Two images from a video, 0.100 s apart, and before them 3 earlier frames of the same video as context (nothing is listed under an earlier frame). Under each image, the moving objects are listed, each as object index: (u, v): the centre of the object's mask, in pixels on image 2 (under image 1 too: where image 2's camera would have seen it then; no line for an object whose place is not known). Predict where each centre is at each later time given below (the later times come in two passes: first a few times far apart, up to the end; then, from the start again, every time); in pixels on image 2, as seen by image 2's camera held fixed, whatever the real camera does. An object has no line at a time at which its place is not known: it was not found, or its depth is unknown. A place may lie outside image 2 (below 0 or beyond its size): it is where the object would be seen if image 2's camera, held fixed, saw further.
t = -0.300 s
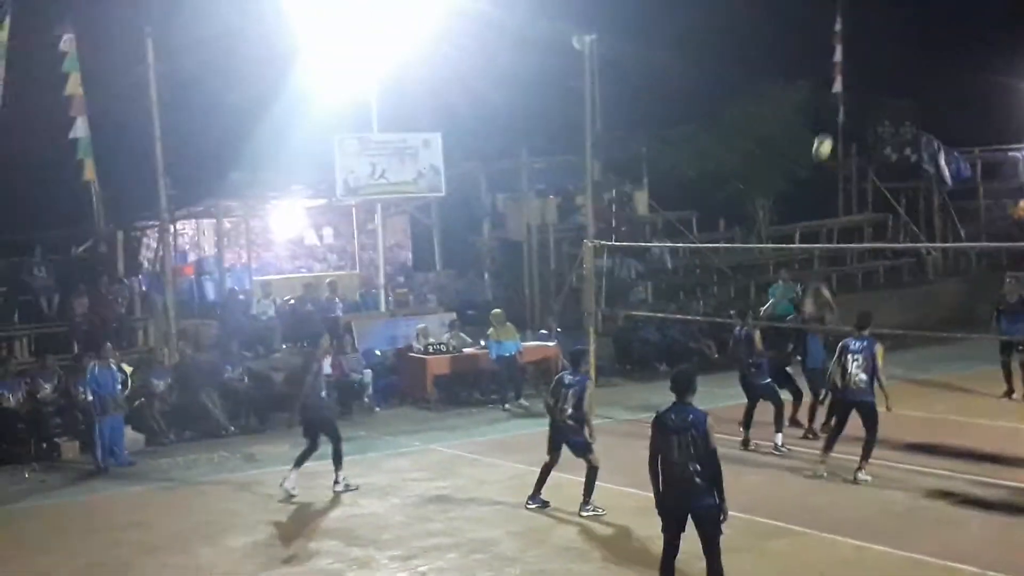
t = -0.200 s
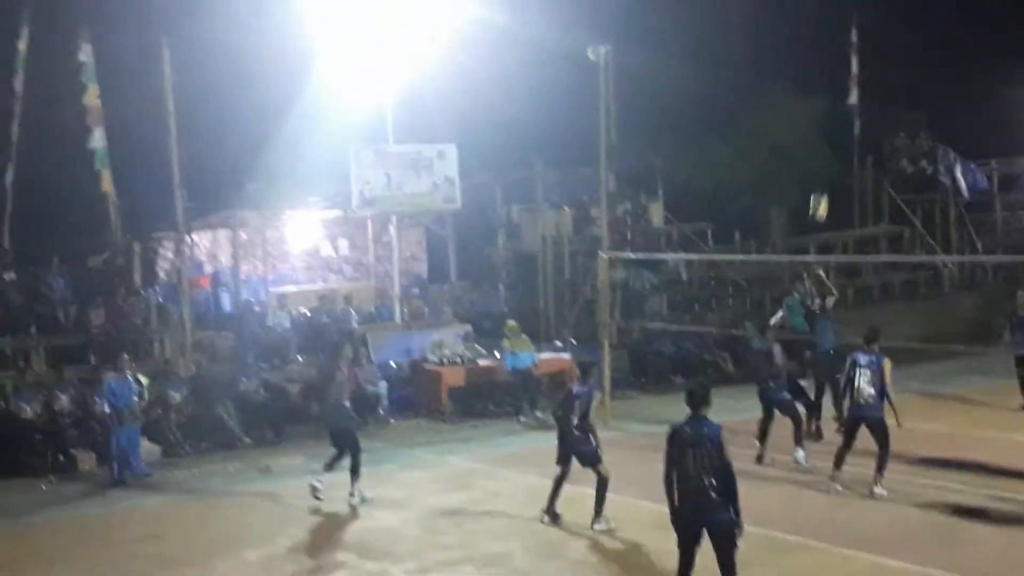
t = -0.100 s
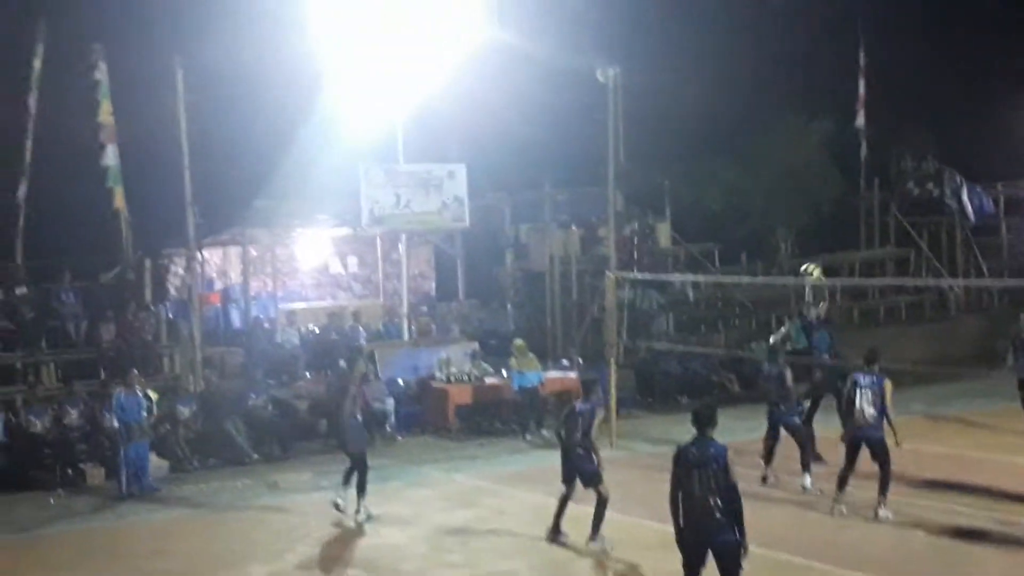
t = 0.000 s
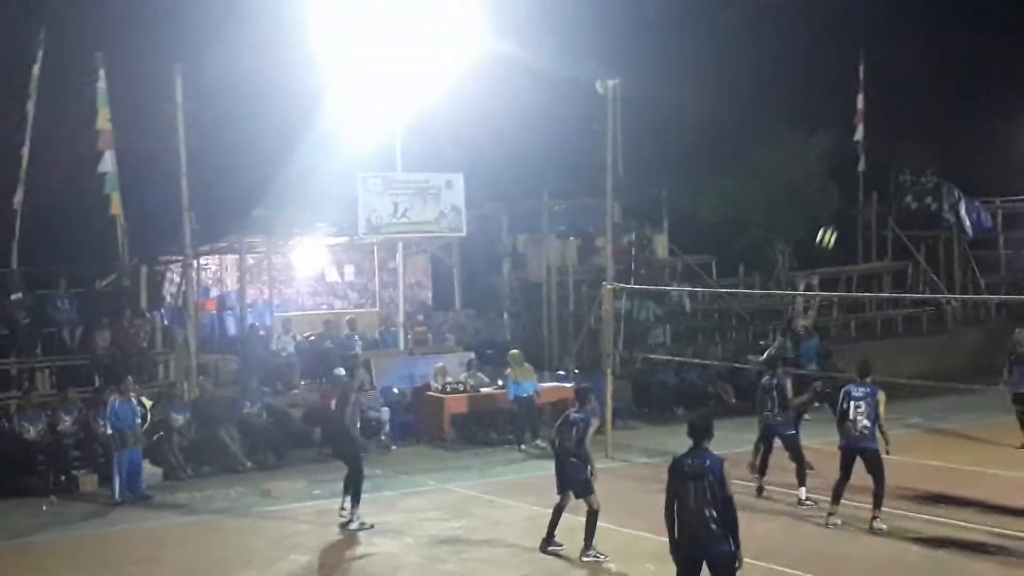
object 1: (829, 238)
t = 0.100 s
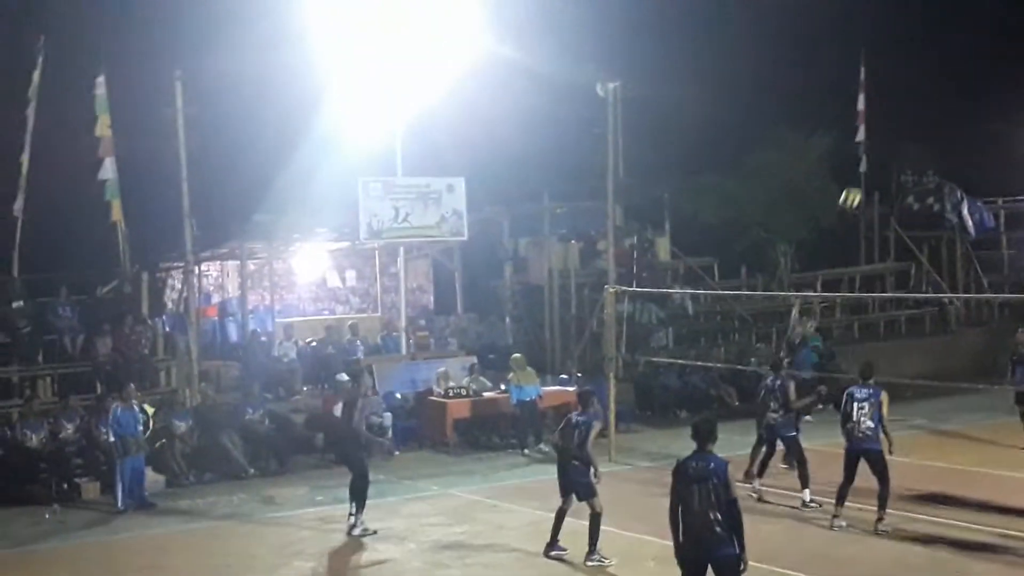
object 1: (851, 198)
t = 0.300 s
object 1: (895, 139)
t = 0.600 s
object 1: (963, 110)
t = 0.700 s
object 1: (989, 116)
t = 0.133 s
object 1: (857, 187)
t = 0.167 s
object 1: (865, 173)
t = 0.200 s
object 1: (872, 165)
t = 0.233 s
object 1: (879, 155)
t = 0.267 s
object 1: (887, 147)
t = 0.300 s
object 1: (895, 139)
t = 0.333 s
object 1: (902, 132)
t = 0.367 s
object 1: (910, 126)
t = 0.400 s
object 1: (918, 121)
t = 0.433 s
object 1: (925, 117)
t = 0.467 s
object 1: (933, 114)
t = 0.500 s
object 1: (940, 111)
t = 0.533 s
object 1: (948, 110)
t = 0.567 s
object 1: (955, 110)
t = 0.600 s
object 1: (963, 110)
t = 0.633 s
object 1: (971, 111)
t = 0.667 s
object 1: (981, 113)
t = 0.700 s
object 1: (989, 116)
